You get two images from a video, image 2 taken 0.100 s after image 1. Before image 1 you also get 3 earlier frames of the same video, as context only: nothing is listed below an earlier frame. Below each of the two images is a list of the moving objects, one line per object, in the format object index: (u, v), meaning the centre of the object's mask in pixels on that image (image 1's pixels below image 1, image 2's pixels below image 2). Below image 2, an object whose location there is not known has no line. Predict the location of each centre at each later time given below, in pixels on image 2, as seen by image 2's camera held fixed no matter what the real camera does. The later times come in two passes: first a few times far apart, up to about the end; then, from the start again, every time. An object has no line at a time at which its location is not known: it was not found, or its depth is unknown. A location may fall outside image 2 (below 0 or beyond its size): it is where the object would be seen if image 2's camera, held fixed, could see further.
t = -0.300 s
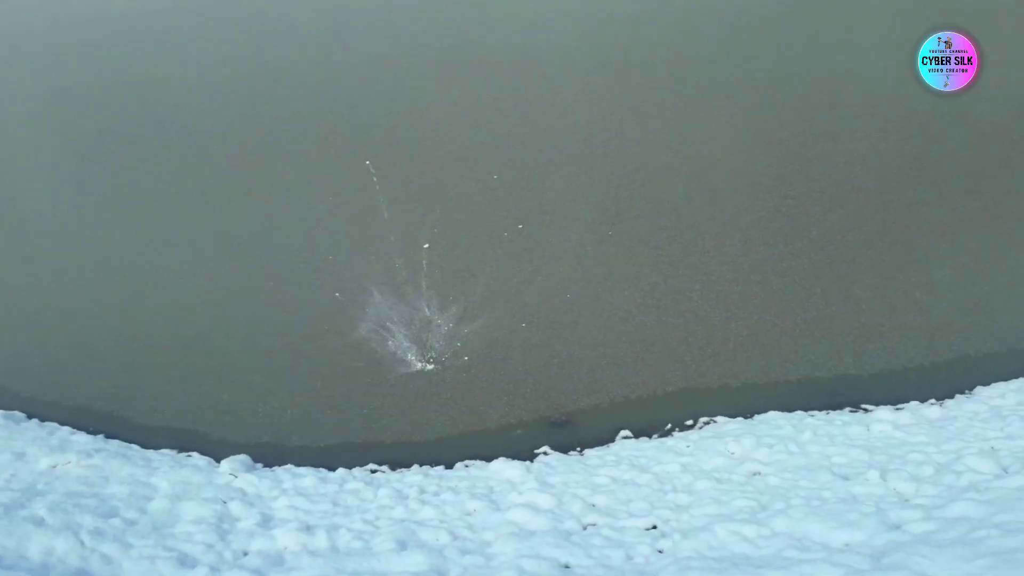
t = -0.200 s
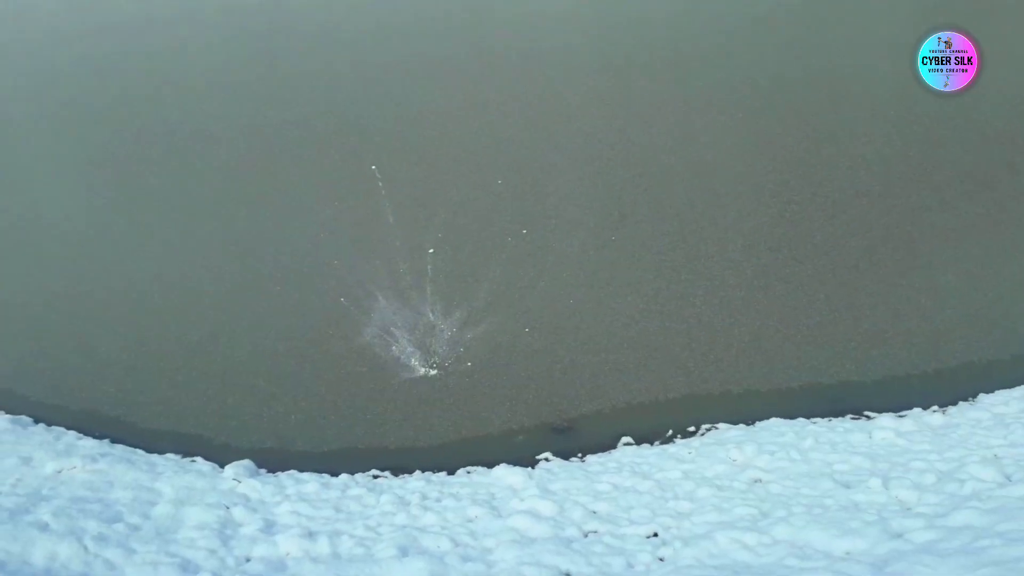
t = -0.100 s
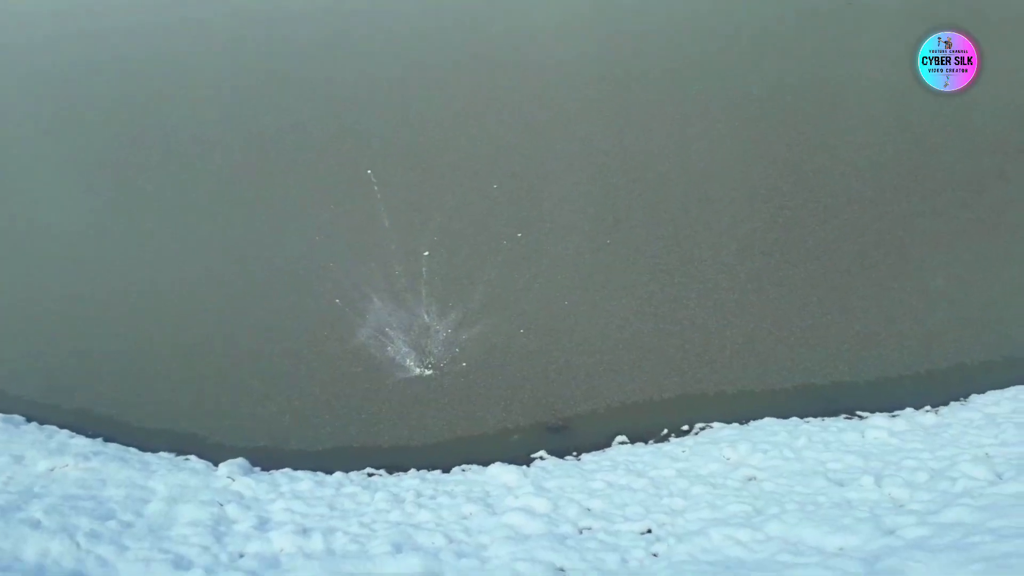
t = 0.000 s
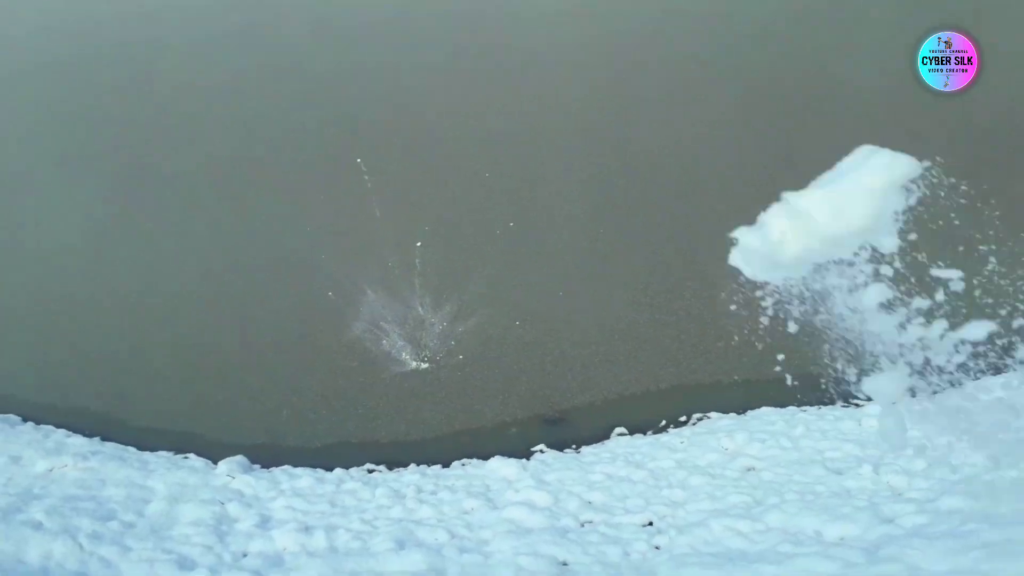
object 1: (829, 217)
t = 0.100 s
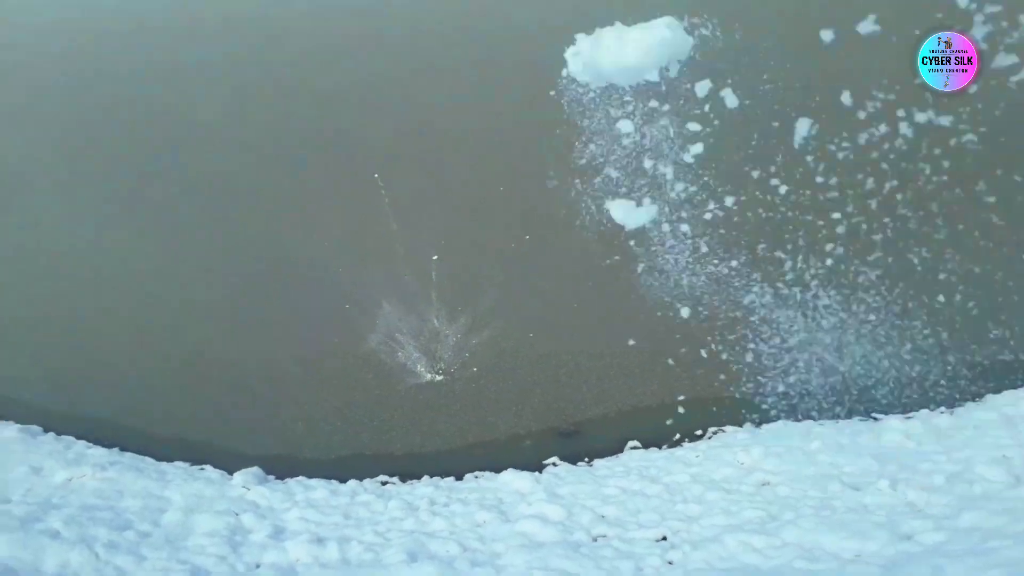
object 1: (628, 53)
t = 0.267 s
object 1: (496, 31)
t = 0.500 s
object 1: (440, 141)
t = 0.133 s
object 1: (592, 31)
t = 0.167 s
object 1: (566, 24)
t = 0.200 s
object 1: (532, 20)
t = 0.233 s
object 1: (512, 24)
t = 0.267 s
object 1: (496, 31)
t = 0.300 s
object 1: (482, 43)
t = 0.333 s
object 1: (470, 56)
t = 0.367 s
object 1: (461, 71)
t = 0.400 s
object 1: (453, 87)
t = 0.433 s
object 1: (447, 105)
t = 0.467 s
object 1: (443, 123)
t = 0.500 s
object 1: (440, 141)
